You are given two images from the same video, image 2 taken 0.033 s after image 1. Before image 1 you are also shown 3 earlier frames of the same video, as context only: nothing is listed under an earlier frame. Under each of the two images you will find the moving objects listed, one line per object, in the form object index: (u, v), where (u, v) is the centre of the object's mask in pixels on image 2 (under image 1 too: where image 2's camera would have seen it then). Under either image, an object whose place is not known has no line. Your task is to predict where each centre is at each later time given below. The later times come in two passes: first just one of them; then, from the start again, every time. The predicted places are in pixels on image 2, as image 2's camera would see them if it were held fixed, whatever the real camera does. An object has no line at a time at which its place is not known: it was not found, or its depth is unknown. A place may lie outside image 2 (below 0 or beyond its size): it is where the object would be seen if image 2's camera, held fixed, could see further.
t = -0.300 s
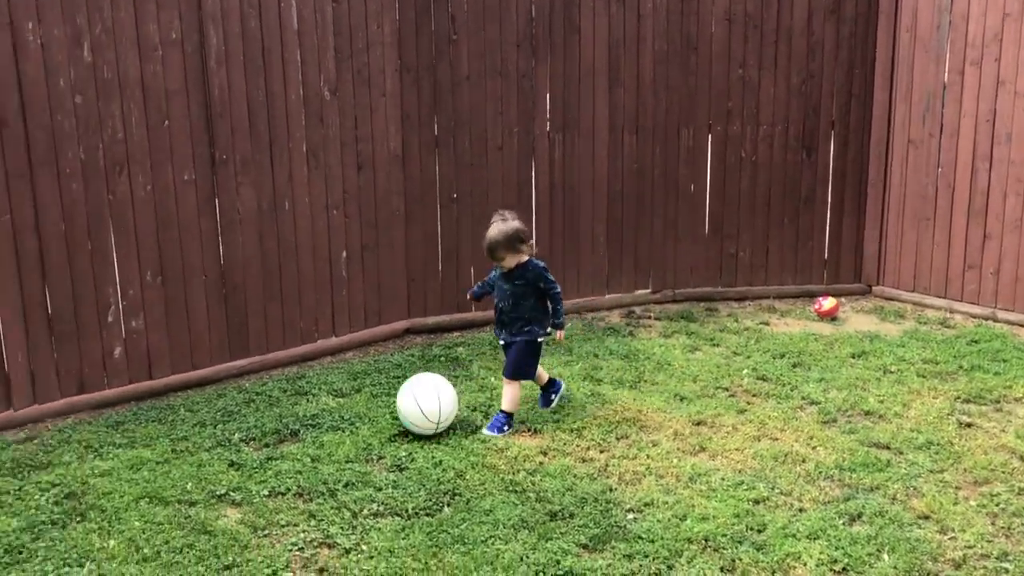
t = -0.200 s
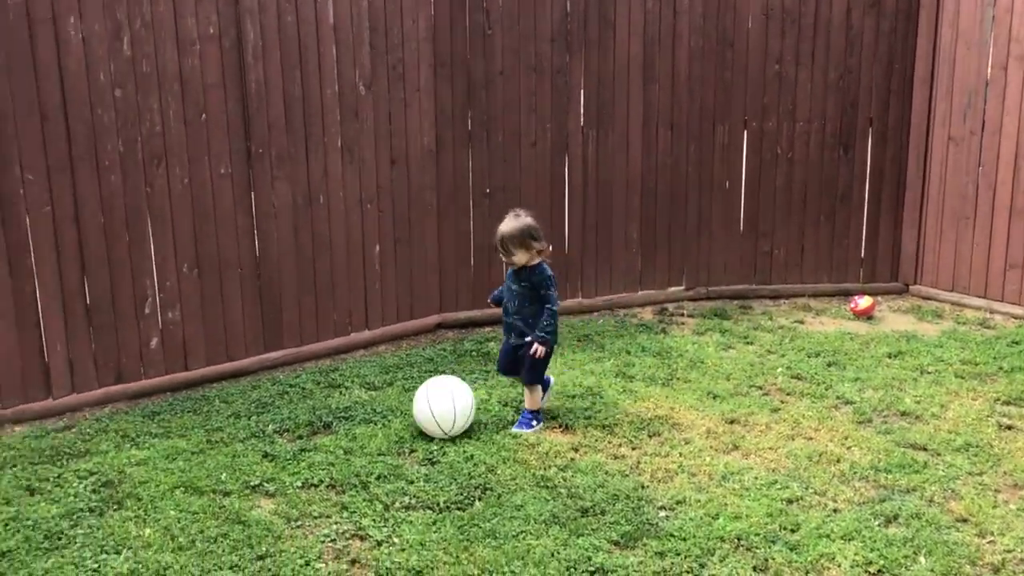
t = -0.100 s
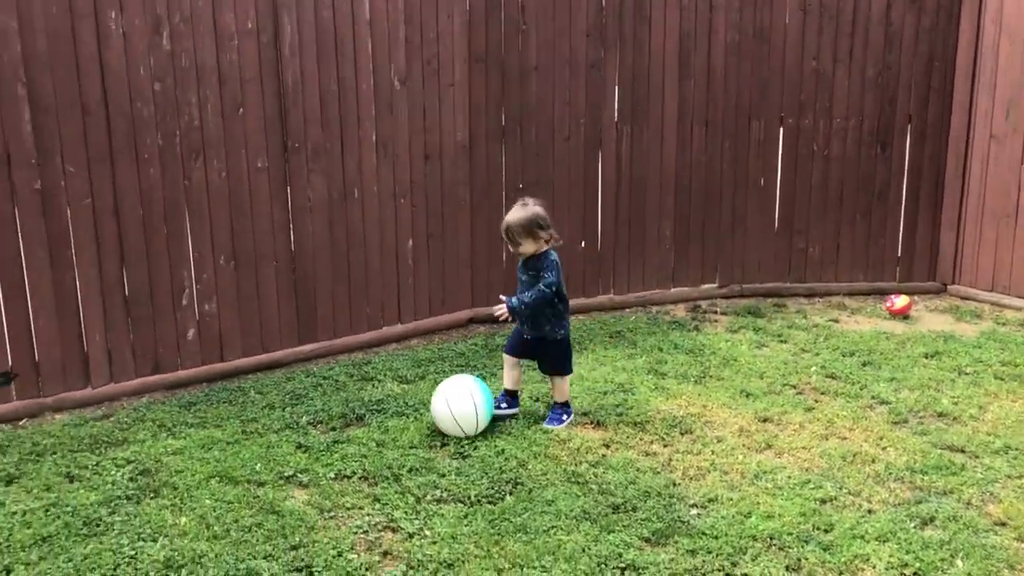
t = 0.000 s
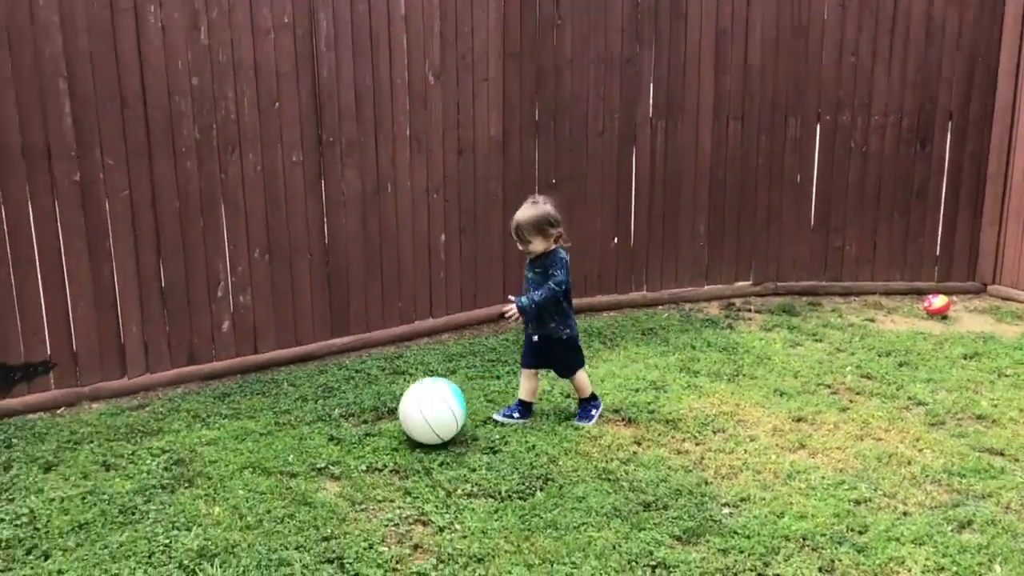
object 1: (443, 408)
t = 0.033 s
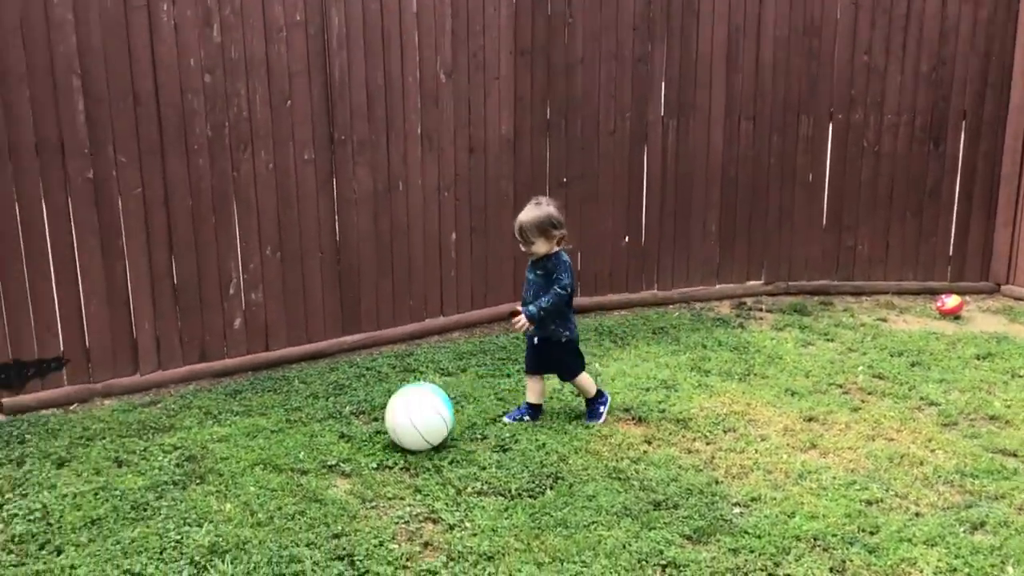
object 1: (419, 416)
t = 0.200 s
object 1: (334, 440)
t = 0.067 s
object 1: (396, 424)
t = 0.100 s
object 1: (379, 428)
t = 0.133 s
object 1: (364, 430)
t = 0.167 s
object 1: (349, 434)
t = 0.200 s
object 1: (334, 440)
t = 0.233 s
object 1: (319, 447)
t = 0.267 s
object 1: (304, 450)
